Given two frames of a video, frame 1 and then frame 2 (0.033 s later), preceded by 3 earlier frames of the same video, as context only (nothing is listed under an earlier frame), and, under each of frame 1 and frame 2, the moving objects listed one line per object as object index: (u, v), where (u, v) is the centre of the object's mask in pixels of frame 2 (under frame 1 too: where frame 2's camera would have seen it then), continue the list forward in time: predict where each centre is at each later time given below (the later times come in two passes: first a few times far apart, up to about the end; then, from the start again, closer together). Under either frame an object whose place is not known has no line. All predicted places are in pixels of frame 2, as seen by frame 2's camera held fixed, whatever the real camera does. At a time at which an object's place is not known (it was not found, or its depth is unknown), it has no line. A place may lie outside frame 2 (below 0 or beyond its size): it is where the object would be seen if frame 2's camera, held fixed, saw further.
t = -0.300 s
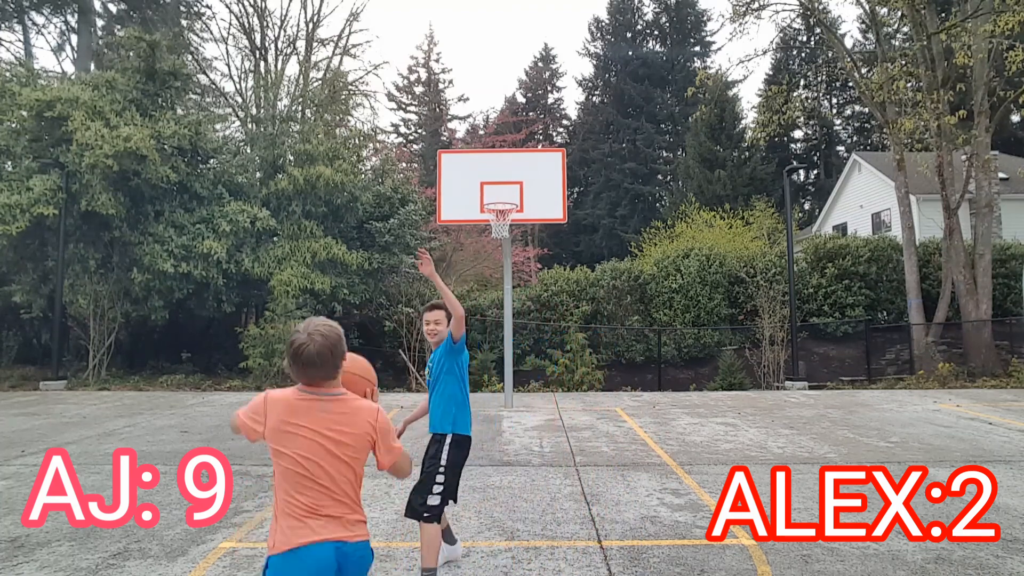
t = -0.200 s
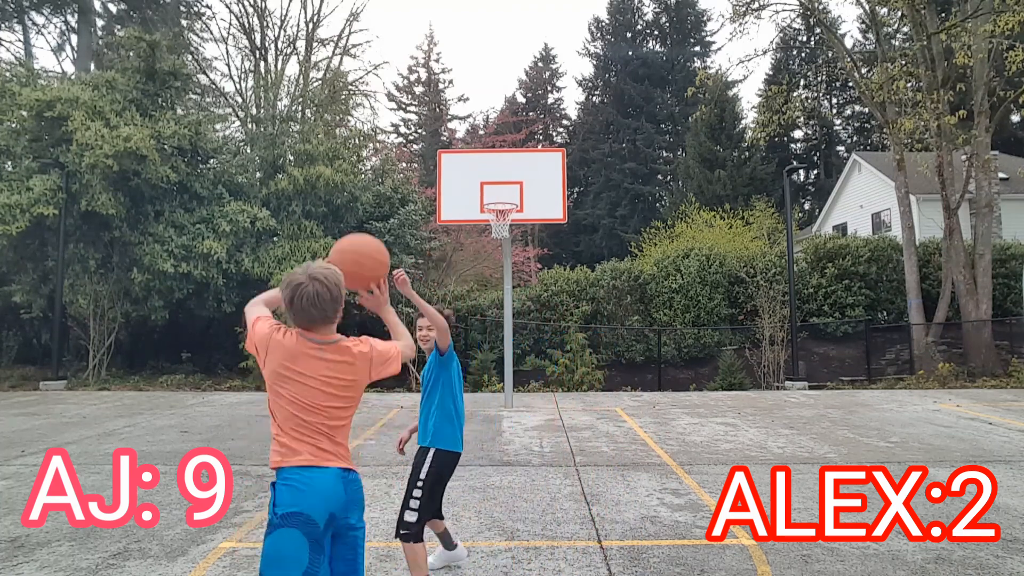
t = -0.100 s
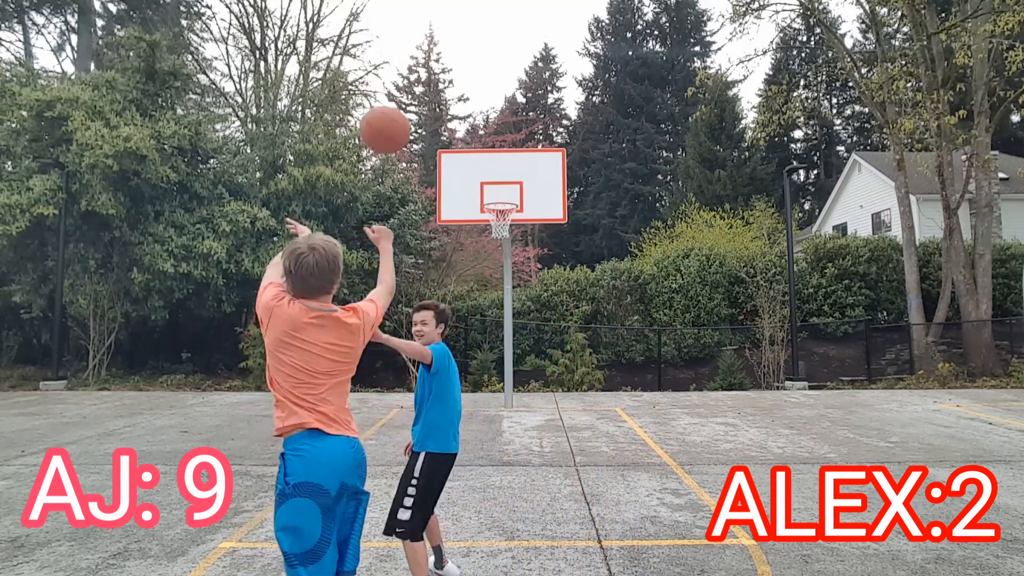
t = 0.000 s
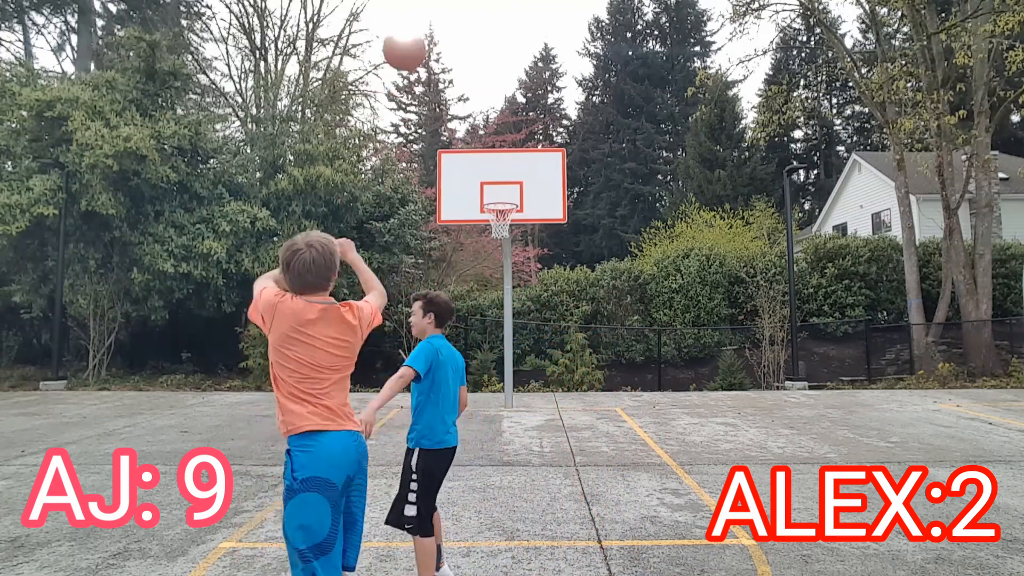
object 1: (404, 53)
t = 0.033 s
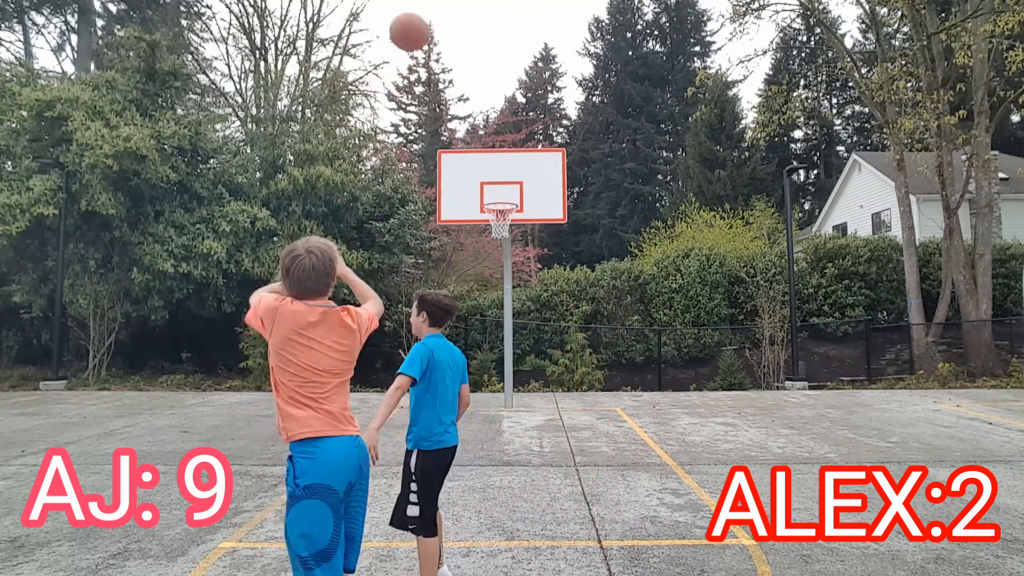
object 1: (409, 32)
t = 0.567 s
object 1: (448, 8)
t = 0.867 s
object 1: (456, 95)
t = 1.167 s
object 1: (460, 220)
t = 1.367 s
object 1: (450, 290)
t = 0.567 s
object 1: (448, 8)
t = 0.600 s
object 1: (449, 14)
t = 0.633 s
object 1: (450, 22)
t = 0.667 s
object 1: (451, 31)
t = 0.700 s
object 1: (452, 40)
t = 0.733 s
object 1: (453, 50)
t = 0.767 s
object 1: (453, 61)
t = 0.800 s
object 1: (454, 72)
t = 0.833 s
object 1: (455, 83)
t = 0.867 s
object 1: (456, 95)
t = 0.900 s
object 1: (456, 108)
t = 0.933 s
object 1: (457, 120)
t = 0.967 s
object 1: (458, 134)
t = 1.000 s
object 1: (459, 146)
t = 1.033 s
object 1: (459, 160)
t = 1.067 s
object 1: (459, 175)
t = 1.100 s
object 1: (459, 189)
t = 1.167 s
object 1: (460, 220)
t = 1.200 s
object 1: (459, 229)
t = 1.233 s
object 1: (457, 239)
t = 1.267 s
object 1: (455, 250)
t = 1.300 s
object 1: (453, 263)
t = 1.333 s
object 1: (451, 276)
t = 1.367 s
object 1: (450, 290)
